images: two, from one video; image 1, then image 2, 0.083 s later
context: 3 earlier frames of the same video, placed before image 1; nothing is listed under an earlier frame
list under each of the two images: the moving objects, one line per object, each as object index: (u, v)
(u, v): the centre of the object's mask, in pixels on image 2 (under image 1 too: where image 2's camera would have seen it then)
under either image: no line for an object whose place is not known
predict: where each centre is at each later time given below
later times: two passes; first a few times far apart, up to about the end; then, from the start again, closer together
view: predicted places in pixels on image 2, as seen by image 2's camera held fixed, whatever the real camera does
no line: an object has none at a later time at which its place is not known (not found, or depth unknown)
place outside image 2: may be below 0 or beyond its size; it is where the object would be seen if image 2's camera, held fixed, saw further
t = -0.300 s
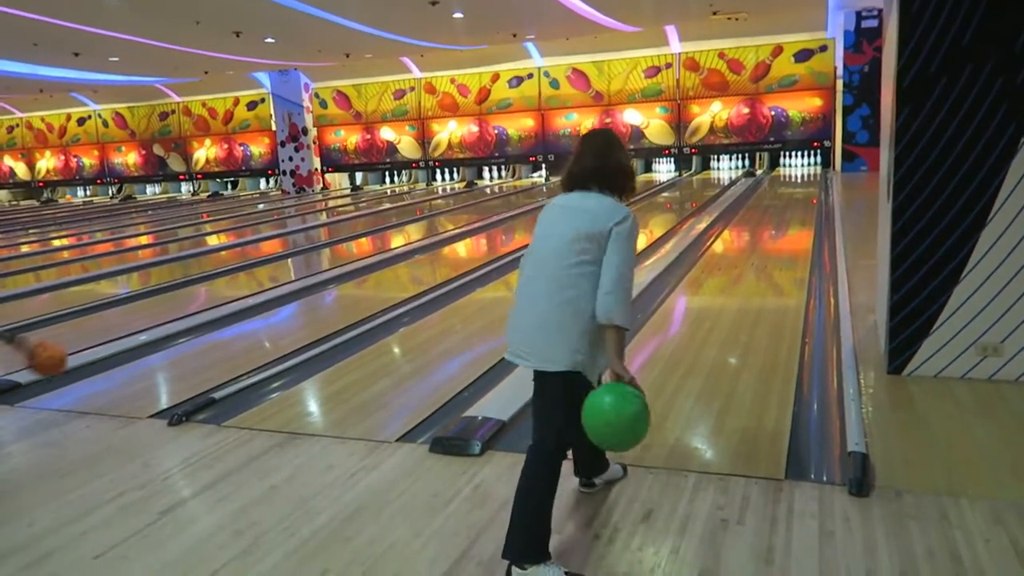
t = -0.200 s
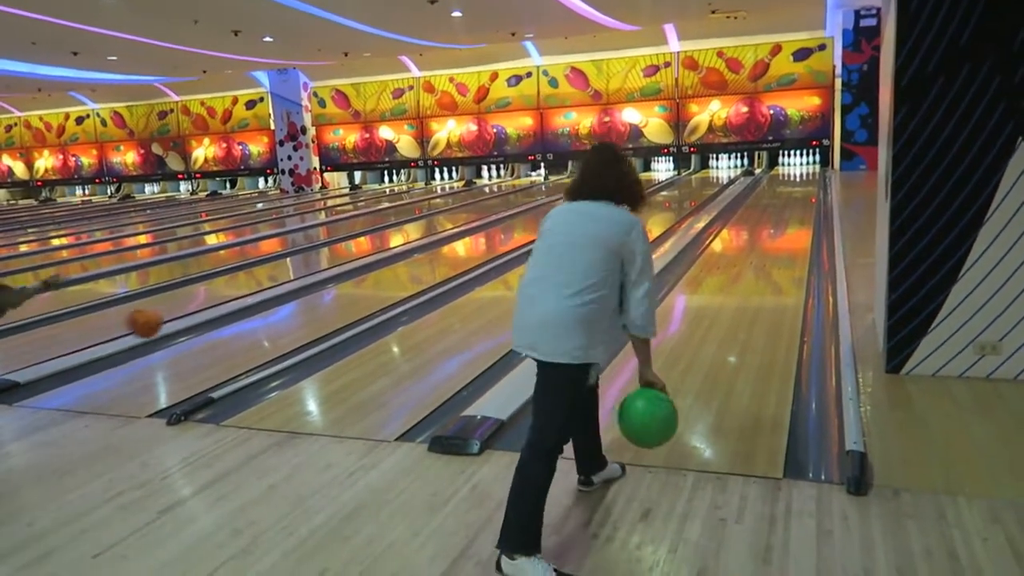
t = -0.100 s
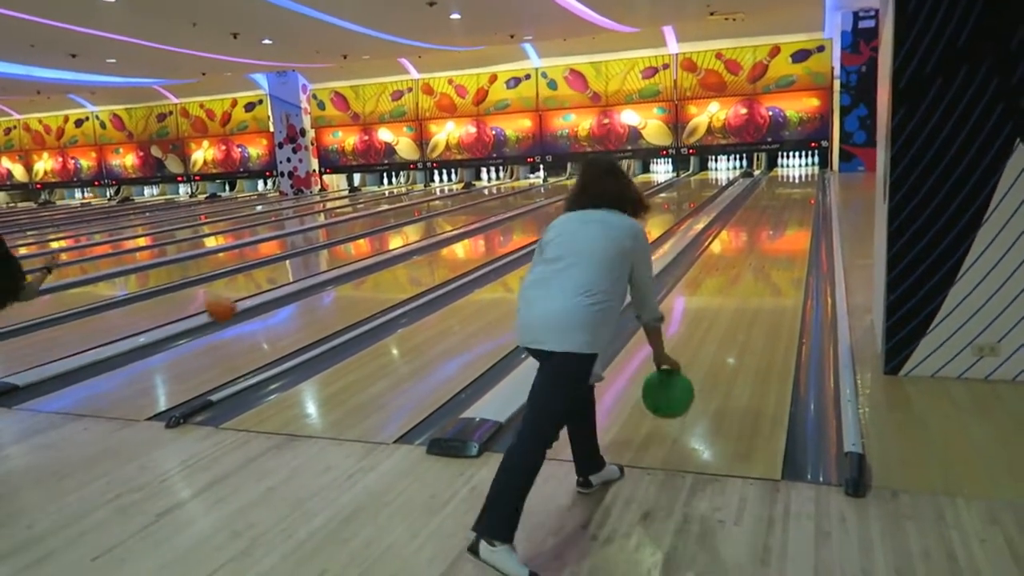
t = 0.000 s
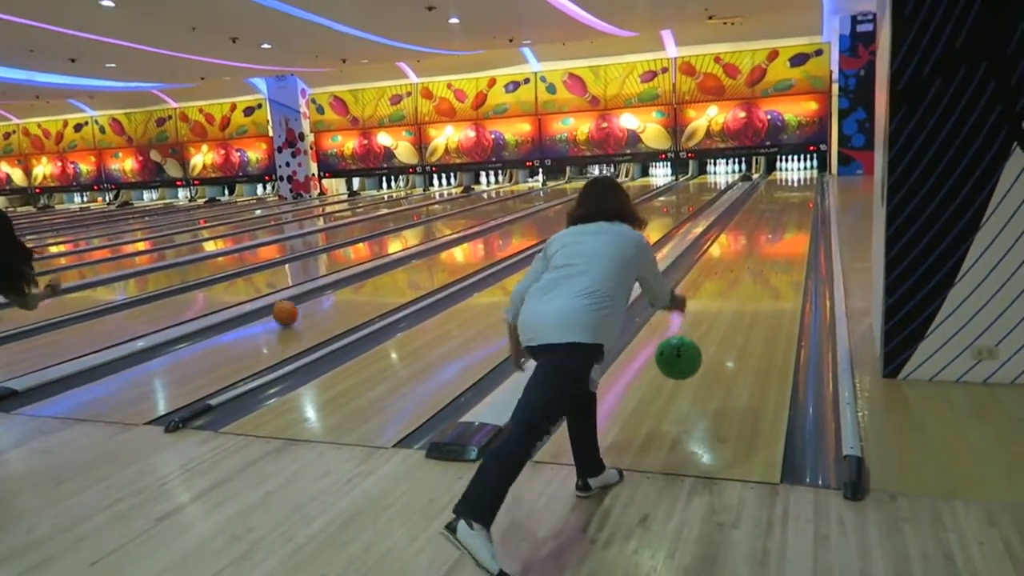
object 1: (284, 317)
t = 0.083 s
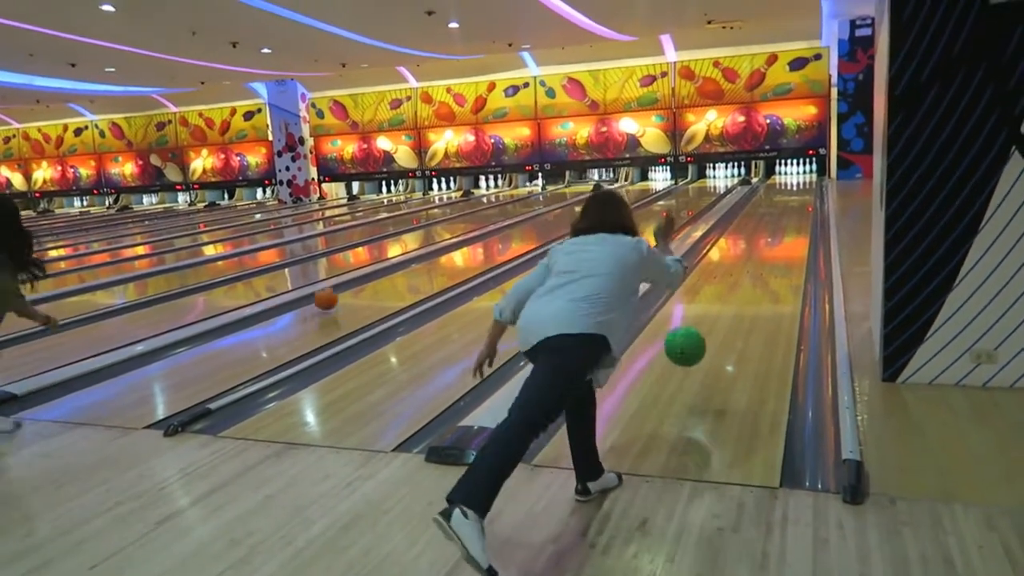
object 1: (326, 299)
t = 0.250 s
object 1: (391, 277)
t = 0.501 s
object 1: (463, 250)
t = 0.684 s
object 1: (497, 234)
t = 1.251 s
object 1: (581, 205)
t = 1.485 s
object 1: (600, 198)
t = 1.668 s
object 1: (616, 193)
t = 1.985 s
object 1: (635, 184)
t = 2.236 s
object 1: (648, 182)
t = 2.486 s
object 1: (651, 176)
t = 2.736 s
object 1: (644, 177)
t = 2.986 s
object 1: (645, 178)
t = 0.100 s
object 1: (333, 296)
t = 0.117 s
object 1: (340, 294)
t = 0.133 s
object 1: (348, 292)
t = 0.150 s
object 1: (355, 290)
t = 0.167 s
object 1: (361, 288)
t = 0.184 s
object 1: (367, 285)
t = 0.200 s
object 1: (374, 283)
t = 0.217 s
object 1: (380, 281)
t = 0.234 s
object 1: (386, 279)
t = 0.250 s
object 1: (391, 277)
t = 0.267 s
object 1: (398, 274)
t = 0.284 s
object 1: (403, 272)
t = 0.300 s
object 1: (408, 271)
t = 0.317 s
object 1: (414, 268)
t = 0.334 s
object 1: (419, 266)
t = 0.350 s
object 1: (423, 265)
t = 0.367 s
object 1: (428, 263)
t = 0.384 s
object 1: (433, 261)
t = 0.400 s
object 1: (438, 260)
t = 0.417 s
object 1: (442, 258)
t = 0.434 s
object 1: (446, 256)
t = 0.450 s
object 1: (451, 255)
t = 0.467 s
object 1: (455, 253)
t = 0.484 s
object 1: (459, 251)
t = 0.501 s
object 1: (463, 250)
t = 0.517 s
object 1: (467, 249)
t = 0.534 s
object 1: (471, 247)
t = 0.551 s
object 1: (474, 246)
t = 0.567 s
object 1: (478, 245)
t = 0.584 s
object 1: (482, 243)
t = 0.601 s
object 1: (485, 242)
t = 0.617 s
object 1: (489, 240)
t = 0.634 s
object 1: (493, 239)
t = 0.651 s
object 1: (495, 238)
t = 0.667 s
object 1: (498, 236)
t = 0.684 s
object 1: (497, 234)
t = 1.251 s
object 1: (581, 205)
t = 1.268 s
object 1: (581, 205)
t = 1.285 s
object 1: (583, 205)
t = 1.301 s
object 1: (584, 204)
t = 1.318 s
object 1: (586, 205)
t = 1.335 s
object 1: (588, 203)
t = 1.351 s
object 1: (589, 203)
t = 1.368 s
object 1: (591, 202)
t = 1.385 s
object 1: (592, 201)
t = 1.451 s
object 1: (597, 200)
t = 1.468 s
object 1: (599, 198)
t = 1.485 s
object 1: (600, 198)
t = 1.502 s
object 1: (601, 198)
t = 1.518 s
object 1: (601, 197)
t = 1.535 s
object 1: (604, 198)
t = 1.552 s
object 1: (606, 197)
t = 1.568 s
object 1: (607, 197)
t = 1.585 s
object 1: (608, 196)
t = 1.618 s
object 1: (611, 196)
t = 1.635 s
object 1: (614, 195)
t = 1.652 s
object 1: (615, 194)
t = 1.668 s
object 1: (616, 193)
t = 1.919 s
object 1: (631, 187)
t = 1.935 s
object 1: (633, 186)
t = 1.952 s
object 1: (633, 186)
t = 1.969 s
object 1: (634, 185)
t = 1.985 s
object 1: (635, 184)
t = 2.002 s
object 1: (636, 184)
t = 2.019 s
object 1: (637, 184)
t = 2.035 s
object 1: (638, 184)
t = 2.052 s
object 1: (639, 183)
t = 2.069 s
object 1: (640, 183)
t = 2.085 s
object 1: (640, 183)
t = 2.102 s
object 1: (642, 182)
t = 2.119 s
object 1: (642, 182)
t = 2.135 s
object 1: (643, 182)
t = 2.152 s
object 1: (644, 182)
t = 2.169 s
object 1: (644, 181)
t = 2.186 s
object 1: (645, 181)
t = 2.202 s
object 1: (647, 182)
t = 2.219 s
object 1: (648, 181)
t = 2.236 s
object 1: (648, 182)
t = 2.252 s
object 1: (649, 182)
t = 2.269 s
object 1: (649, 181)
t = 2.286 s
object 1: (650, 180)
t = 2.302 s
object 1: (652, 179)
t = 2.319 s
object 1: (652, 178)
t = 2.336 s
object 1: (652, 178)
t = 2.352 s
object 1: (653, 178)
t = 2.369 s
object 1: (653, 178)
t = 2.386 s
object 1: (652, 178)
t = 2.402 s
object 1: (653, 178)
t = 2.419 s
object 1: (652, 177)
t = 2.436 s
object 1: (652, 177)
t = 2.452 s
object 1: (652, 176)
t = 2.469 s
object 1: (651, 175)
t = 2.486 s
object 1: (651, 176)
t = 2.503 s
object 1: (651, 176)
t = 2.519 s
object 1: (650, 176)
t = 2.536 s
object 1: (649, 176)
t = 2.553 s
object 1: (647, 177)
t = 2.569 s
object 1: (646, 176)
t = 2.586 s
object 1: (646, 177)
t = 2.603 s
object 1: (645, 177)
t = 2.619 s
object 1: (644, 177)
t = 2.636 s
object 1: (644, 177)
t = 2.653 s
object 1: (644, 177)
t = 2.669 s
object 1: (643, 177)
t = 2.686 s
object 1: (643, 177)
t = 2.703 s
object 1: (644, 177)
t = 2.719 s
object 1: (644, 177)
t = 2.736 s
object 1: (644, 177)
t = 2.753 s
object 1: (644, 178)
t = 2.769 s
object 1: (644, 177)
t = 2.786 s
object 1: (644, 178)
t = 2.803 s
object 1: (644, 177)
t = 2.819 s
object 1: (645, 177)
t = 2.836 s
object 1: (644, 178)
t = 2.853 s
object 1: (644, 178)
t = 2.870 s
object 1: (644, 178)
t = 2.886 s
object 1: (644, 177)
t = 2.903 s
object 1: (644, 177)
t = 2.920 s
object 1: (645, 178)
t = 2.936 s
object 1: (645, 178)
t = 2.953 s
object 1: (644, 178)
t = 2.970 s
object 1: (644, 178)
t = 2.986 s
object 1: (645, 178)
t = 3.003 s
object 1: (646, 178)
